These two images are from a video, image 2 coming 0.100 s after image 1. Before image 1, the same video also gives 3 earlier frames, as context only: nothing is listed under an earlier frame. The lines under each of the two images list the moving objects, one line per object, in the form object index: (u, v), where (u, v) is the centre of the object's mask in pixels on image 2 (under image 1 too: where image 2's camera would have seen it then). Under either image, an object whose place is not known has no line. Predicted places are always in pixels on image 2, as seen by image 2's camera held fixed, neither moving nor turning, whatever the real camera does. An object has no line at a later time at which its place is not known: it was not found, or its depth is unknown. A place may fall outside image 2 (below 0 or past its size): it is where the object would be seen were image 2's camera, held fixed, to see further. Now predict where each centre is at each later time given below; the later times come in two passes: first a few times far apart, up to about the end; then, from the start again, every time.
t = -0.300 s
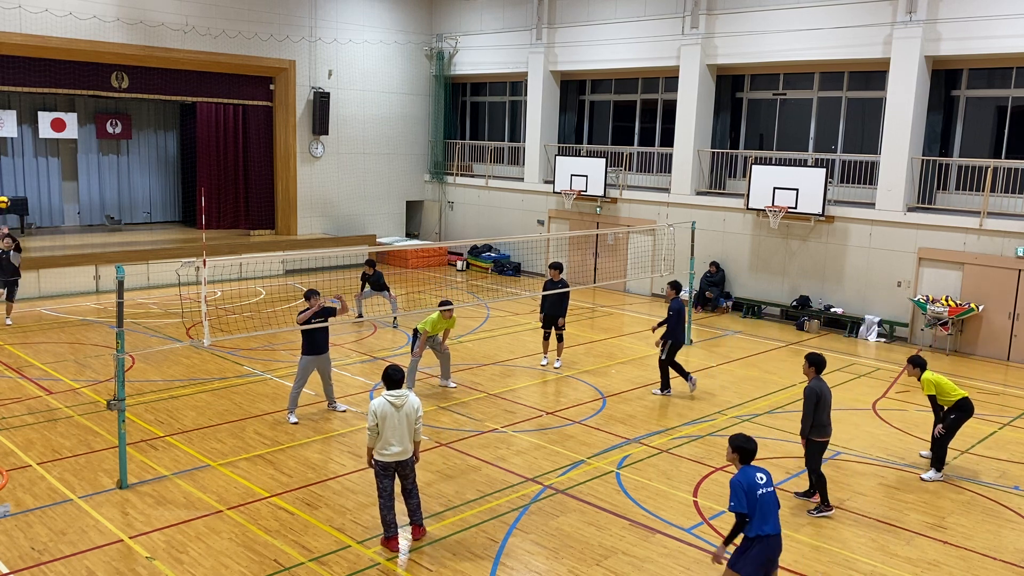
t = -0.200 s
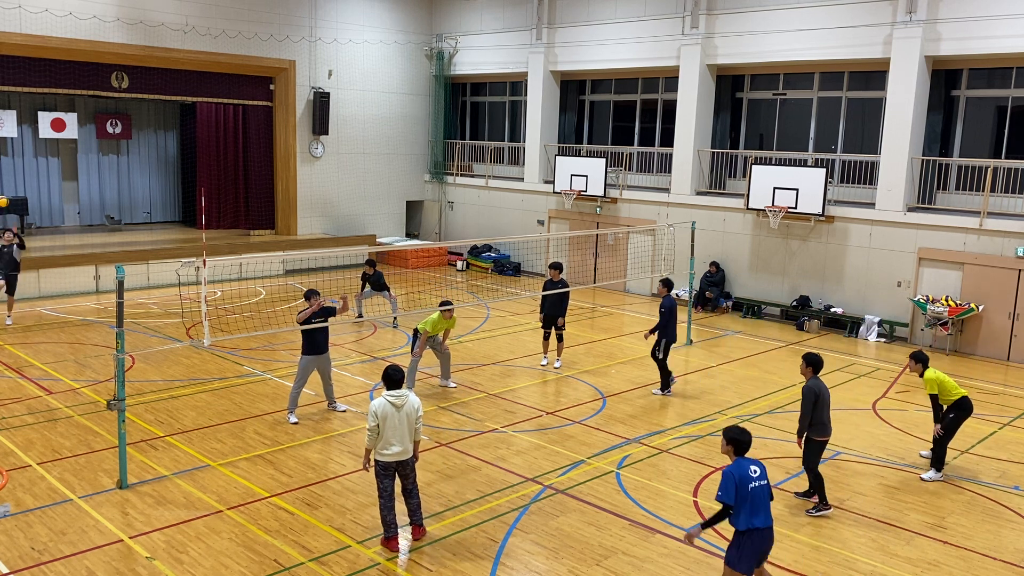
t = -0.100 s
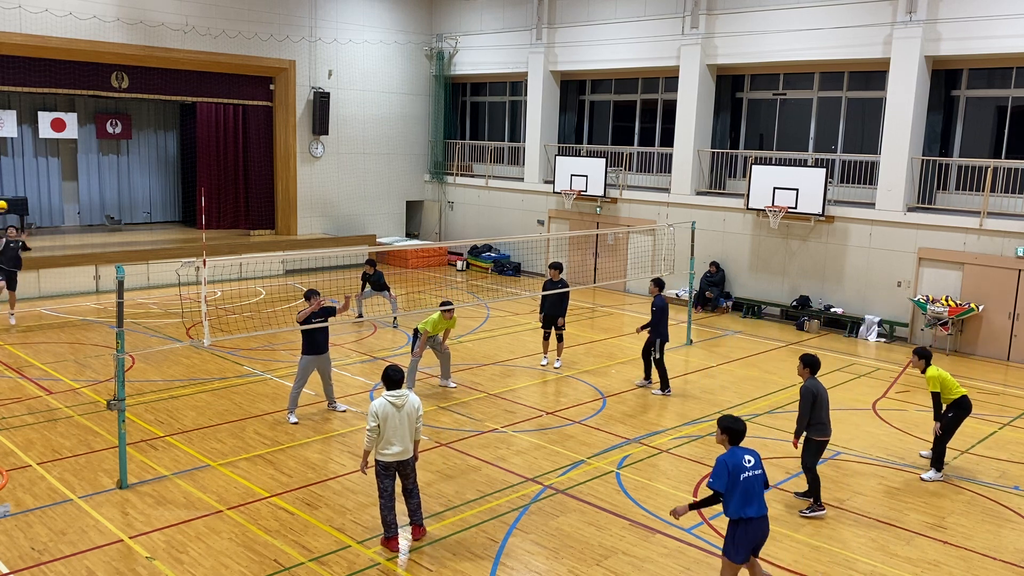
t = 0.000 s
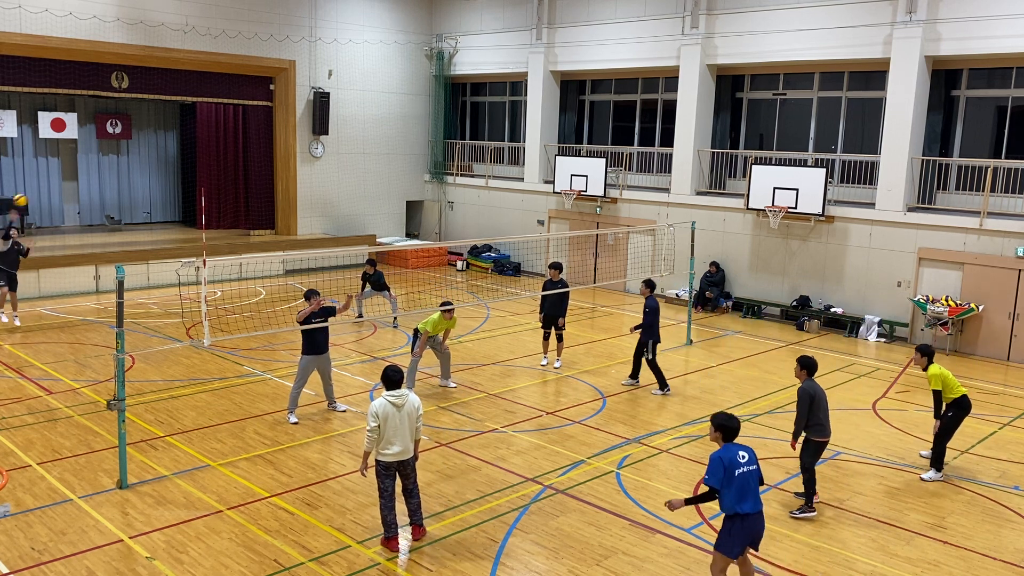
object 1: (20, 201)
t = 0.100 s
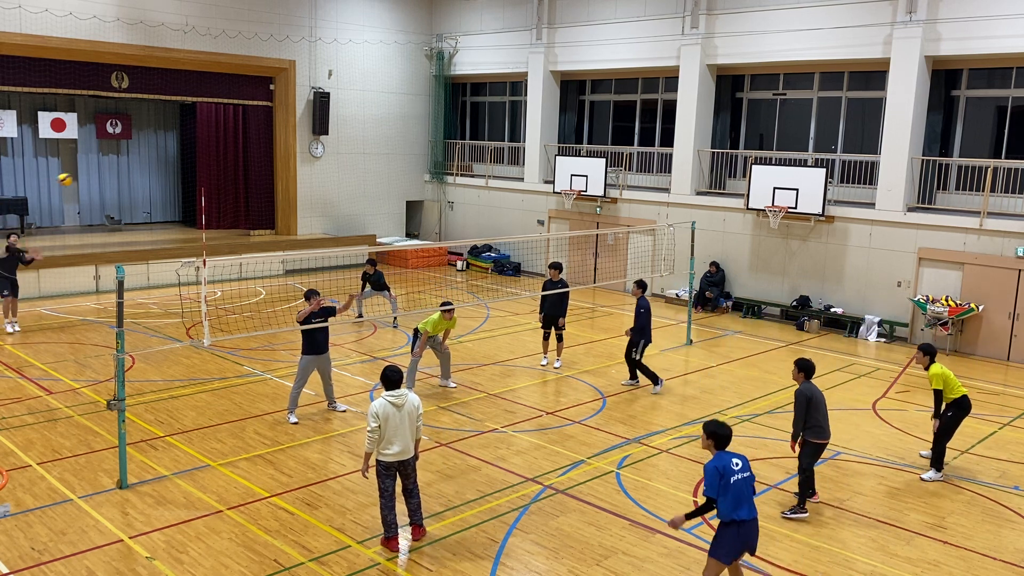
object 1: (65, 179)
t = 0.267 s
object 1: (145, 154)
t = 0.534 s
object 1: (294, 142)
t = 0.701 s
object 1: (400, 155)
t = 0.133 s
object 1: (80, 173)
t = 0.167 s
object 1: (95, 168)
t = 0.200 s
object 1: (112, 162)
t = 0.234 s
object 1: (128, 158)
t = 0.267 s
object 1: (145, 154)
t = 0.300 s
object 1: (161, 151)
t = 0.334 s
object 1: (180, 148)
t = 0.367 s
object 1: (197, 146)
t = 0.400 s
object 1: (215, 144)
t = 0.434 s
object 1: (234, 143)
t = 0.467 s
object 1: (254, 142)
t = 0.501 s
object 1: (273, 142)
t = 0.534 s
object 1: (294, 142)
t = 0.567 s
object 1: (315, 144)
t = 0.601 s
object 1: (336, 145)
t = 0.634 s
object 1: (357, 148)
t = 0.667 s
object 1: (378, 151)
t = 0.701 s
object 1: (400, 155)
